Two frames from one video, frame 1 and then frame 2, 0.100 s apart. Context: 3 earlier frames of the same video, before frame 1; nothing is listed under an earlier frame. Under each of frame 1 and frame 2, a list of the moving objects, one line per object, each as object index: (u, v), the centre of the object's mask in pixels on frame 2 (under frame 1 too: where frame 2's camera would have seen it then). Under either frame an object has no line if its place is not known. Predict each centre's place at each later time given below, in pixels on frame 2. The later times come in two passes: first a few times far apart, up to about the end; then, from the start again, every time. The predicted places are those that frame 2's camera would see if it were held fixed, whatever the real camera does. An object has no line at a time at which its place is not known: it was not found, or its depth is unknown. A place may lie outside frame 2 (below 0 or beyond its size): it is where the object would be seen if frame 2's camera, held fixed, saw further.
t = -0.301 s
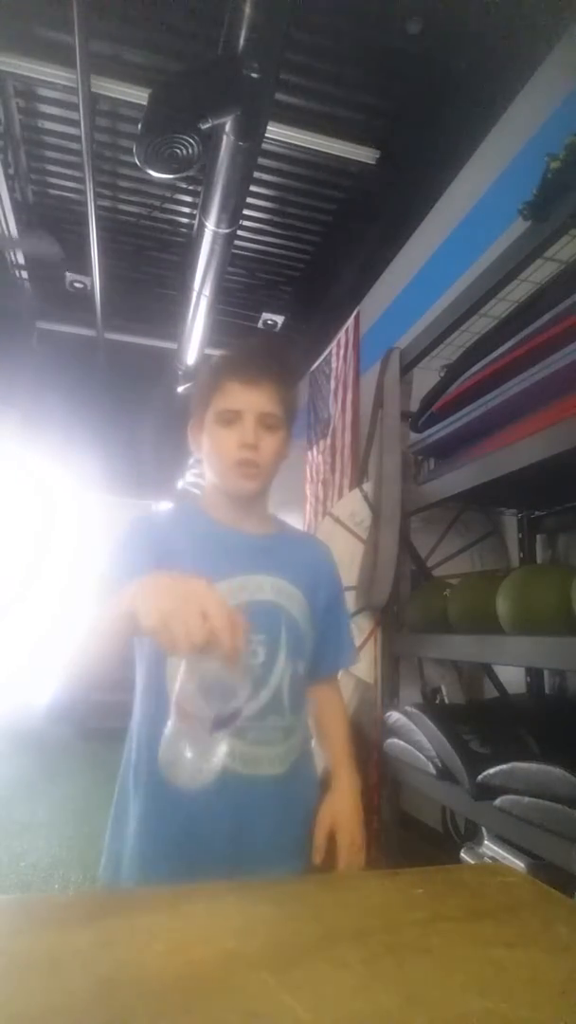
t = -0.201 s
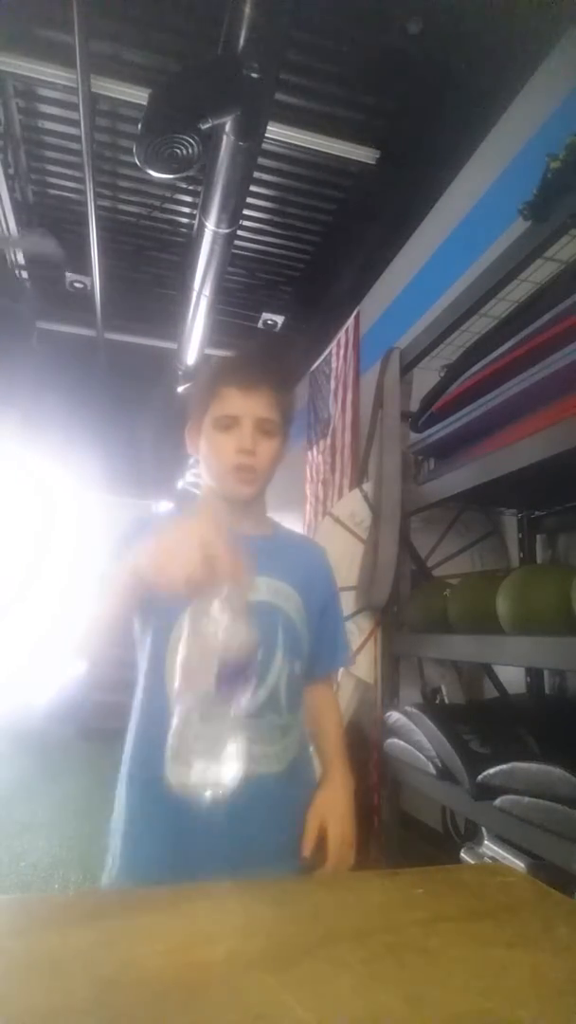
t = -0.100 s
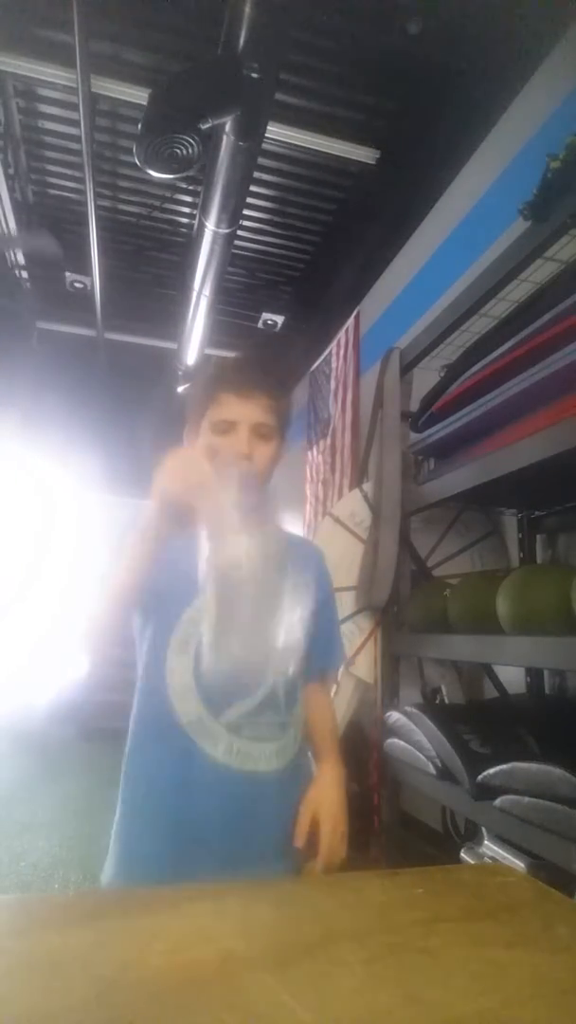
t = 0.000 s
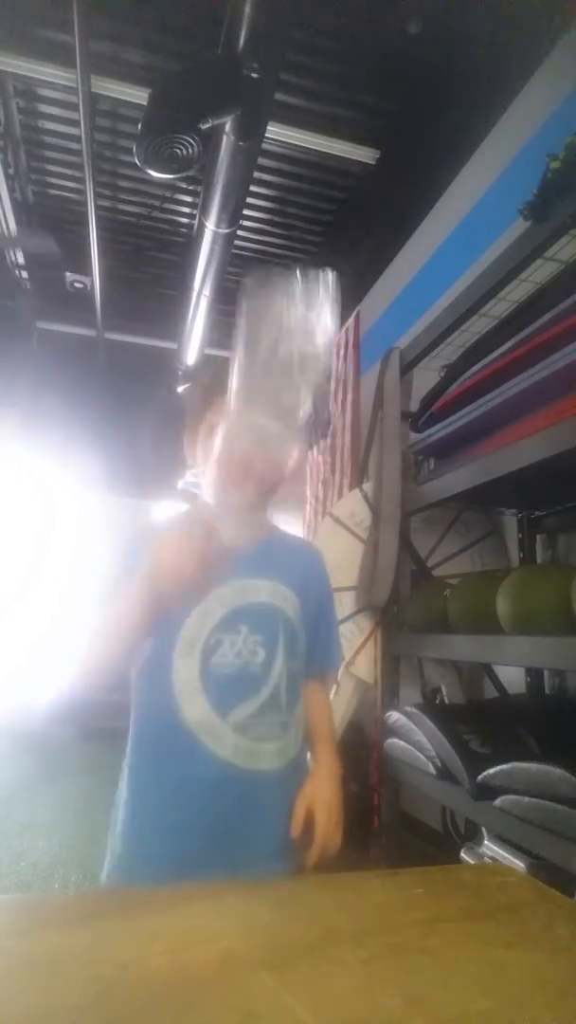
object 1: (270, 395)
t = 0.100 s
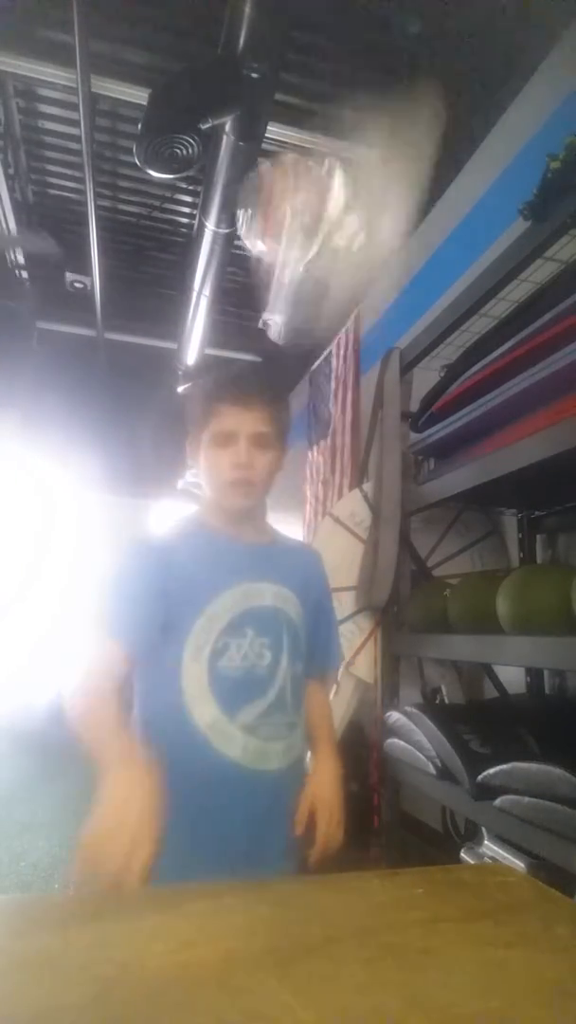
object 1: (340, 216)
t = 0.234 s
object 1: (332, 169)
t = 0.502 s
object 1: (350, 777)
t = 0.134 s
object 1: (347, 124)
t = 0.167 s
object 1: (332, 131)
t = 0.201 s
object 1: (329, 147)
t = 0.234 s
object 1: (332, 169)
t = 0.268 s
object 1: (338, 209)
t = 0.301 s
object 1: (345, 297)
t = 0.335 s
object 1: (344, 458)
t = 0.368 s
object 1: (343, 707)
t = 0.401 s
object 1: (345, 778)
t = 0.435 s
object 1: (345, 777)
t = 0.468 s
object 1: (350, 777)
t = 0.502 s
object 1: (350, 777)
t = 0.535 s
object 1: (350, 777)
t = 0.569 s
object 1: (350, 777)
